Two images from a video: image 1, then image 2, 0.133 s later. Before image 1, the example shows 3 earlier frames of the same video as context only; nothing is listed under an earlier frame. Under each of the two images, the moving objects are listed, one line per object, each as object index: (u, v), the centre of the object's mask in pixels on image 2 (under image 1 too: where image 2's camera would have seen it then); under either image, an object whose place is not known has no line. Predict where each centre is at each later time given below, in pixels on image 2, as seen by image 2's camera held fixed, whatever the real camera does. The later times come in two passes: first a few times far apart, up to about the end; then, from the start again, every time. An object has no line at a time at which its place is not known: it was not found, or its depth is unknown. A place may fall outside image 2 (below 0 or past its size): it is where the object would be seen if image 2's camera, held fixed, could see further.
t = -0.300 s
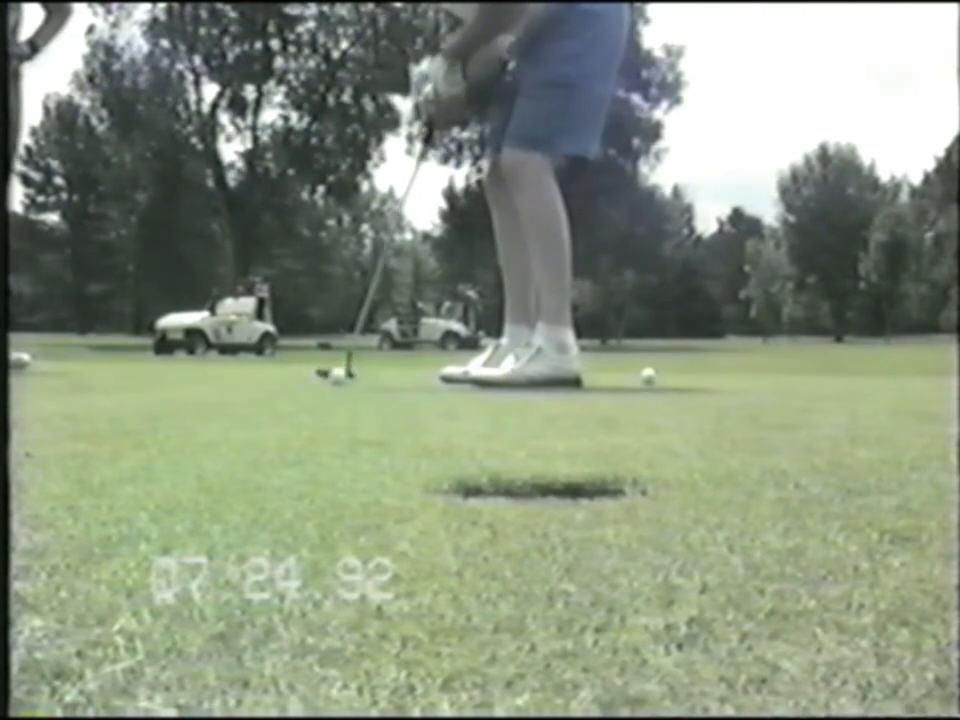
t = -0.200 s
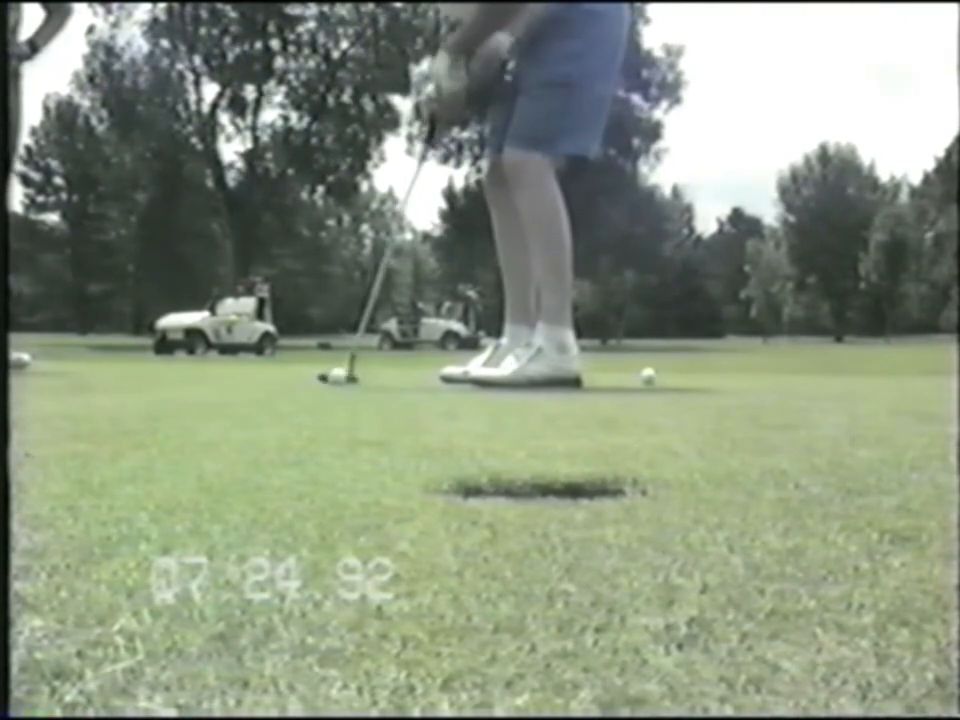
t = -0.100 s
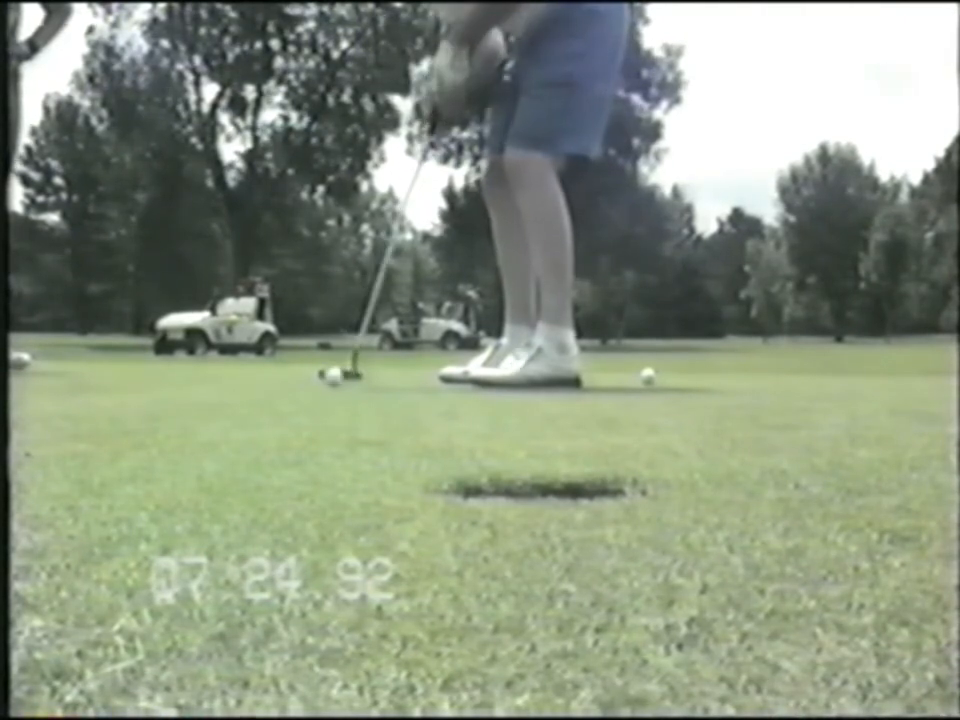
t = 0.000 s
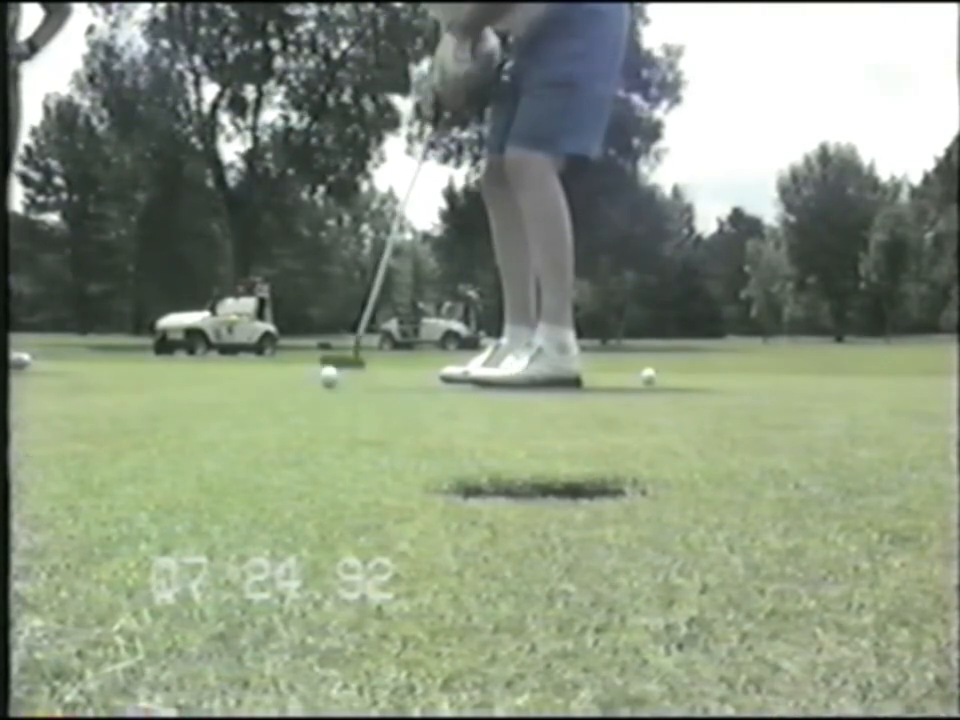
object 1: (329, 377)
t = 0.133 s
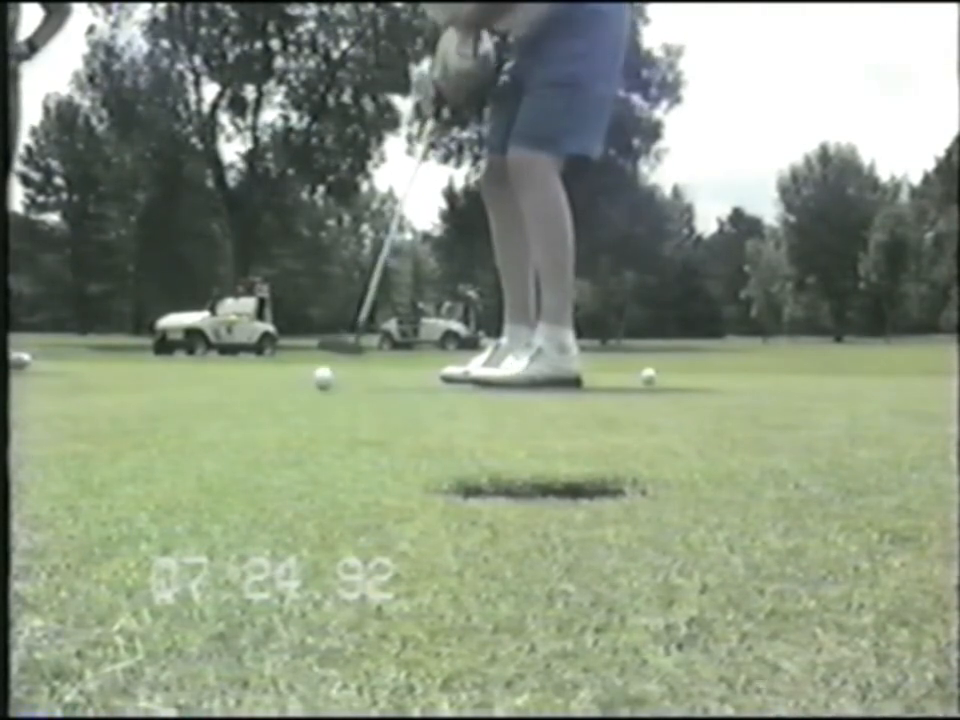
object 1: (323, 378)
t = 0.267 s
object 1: (317, 380)
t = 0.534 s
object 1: (303, 383)
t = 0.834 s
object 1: (285, 387)
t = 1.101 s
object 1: (268, 391)
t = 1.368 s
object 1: (254, 398)
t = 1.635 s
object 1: (246, 404)
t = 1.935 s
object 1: (227, 412)
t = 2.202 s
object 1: (199, 415)
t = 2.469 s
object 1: (190, 415)
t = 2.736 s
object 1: (194, 416)
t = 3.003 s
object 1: (198, 416)
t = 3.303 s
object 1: (198, 416)
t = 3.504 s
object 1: (199, 416)
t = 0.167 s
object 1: (322, 377)
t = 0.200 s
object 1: (321, 380)
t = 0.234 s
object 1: (319, 379)
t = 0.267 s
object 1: (317, 380)
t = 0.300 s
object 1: (315, 380)
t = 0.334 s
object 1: (314, 381)
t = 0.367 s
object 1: (312, 381)
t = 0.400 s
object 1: (310, 382)
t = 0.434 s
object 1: (309, 382)
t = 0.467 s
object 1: (307, 382)
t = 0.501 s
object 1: (306, 383)
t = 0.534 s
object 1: (303, 383)
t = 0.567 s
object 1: (301, 384)
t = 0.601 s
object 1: (299, 384)
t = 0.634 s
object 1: (297, 385)
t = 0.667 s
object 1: (295, 385)
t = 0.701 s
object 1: (293, 385)
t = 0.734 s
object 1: (291, 385)
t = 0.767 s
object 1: (289, 386)
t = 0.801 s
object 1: (287, 388)
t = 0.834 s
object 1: (285, 387)
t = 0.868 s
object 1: (282, 388)
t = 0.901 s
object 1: (280, 389)
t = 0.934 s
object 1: (277, 389)
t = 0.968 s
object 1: (275, 390)
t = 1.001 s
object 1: (273, 389)
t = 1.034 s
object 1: (271, 390)
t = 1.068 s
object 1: (269, 390)
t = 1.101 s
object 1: (268, 391)
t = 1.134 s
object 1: (266, 392)
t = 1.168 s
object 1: (264, 394)
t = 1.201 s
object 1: (263, 394)
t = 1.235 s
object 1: (261, 395)
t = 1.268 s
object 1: (258, 396)
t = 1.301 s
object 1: (257, 396)
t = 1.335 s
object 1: (256, 397)
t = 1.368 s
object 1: (254, 398)
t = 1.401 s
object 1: (253, 398)
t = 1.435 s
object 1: (250, 400)
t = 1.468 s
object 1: (250, 400)
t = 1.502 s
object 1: (249, 402)
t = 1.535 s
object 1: (249, 402)
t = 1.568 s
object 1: (248, 402)
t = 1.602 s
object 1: (248, 403)
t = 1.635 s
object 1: (246, 404)
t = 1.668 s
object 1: (246, 404)
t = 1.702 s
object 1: (245, 405)
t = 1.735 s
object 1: (244, 406)
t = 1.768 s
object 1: (241, 408)
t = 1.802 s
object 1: (239, 408)
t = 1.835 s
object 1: (236, 410)
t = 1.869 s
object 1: (233, 410)
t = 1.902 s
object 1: (230, 411)
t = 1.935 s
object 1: (227, 412)
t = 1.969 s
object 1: (224, 413)
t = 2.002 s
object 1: (222, 413)
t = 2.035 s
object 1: (219, 413)
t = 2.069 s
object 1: (216, 414)
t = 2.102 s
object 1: (213, 415)
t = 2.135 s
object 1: (209, 415)
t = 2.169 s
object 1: (204, 415)
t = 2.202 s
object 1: (199, 415)
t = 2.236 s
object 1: (196, 416)
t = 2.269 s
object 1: (193, 416)
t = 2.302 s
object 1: (191, 415)
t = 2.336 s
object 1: (190, 415)
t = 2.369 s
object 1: (190, 415)
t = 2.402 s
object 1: (190, 415)
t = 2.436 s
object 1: (190, 415)
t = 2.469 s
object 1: (190, 415)
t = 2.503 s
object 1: (191, 415)
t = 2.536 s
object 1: (191, 415)
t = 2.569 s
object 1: (192, 415)
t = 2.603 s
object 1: (192, 416)
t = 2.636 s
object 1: (193, 416)
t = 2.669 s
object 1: (193, 415)
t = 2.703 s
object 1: (193, 415)
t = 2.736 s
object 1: (194, 416)
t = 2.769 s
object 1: (195, 416)
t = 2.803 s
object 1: (195, 416)
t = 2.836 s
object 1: (196, 416)
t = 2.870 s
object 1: (196, 416)
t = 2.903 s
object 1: (196, 416)
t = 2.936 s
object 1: (197, 416)
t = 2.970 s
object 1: (197, 415)
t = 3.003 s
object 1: (198, 416)
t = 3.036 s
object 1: (198, 415)
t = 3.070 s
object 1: (198, 415)
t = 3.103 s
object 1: (198, 416)
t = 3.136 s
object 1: (198, 416)
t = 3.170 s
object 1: (198, 416)
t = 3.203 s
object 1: (198, 416)
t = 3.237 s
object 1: (198, 416)
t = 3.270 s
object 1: (198, 416)
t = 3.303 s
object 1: (198, 416)
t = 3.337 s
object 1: (198, 416)
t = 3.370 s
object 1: (199, 416)
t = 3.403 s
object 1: (199, 416)
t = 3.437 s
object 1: (199, 416)
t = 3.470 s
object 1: (199, 416)
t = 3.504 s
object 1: (199, 416)
